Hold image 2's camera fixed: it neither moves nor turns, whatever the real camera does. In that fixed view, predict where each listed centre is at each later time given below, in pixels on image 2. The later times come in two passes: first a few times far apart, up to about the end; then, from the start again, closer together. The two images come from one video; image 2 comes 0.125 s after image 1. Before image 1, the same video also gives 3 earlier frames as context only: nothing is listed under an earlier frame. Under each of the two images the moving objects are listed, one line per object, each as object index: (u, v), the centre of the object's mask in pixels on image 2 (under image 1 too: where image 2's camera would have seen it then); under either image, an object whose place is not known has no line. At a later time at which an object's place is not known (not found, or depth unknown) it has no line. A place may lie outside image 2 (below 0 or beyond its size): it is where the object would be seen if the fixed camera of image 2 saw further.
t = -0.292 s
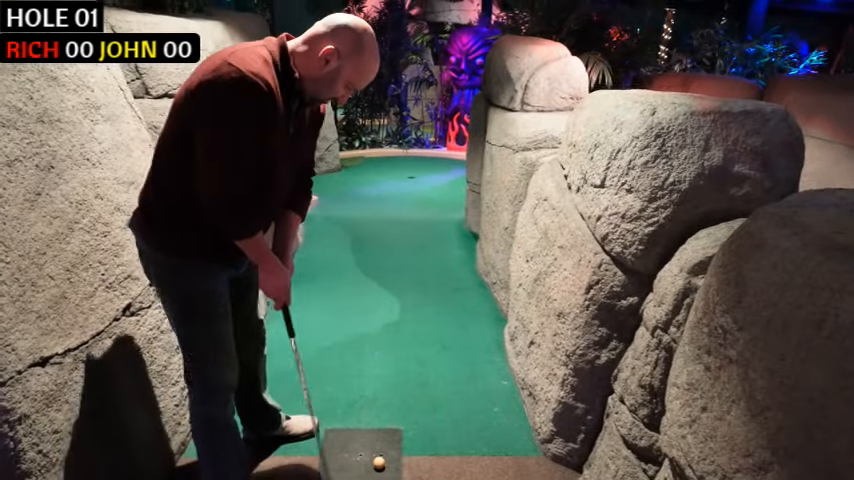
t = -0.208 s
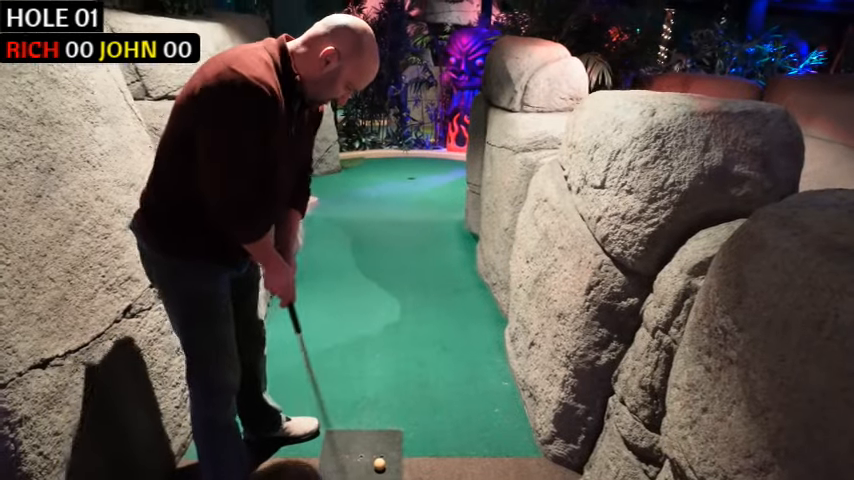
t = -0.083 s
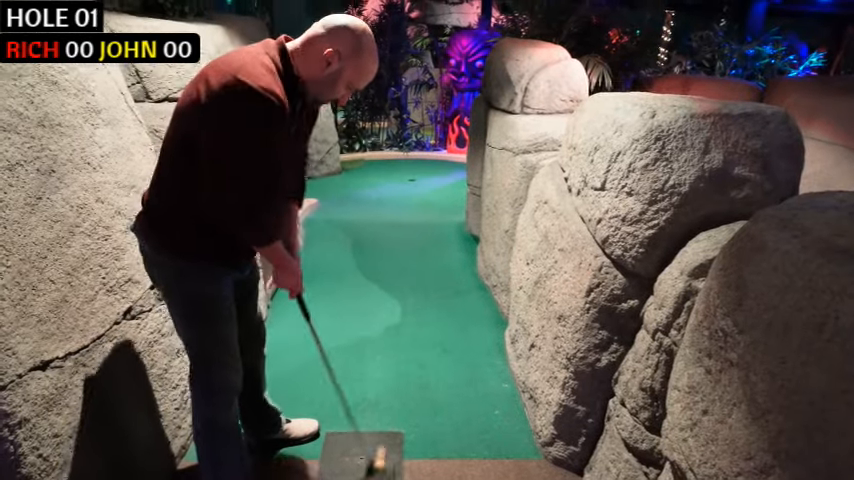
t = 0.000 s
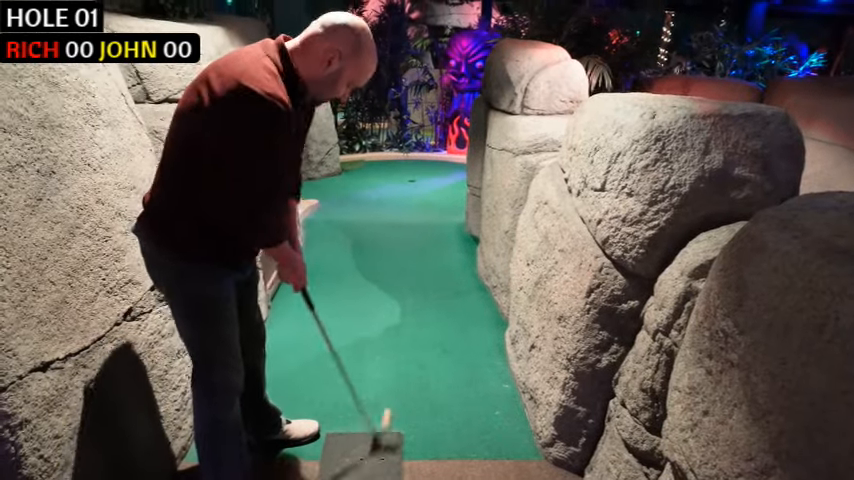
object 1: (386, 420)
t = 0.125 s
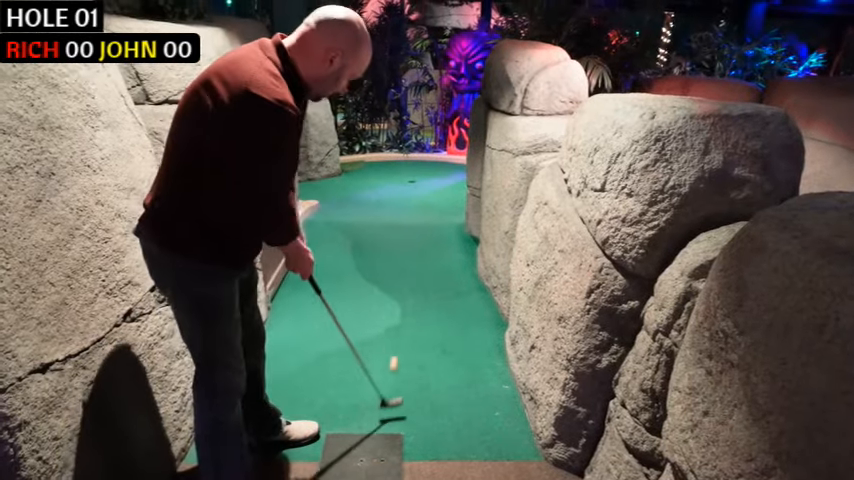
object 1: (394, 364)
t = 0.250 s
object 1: (398, 336)
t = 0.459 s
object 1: (402, 300)
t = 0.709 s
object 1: (407, 269)
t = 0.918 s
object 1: (410, 248)
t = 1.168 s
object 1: (414, 221)
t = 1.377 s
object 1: (415, 214)
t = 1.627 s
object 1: (418, 207)
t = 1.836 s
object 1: (421, 199)
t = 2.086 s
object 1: (424, 189)
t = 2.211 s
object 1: (425, 185)
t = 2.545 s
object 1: (426, 179)
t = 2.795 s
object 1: (430, 171)
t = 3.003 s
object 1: (431, 168)
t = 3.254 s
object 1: (433, 166)
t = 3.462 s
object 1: (432, 170)
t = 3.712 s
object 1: (435, 159)
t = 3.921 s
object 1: (435, 158)
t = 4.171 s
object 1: (434, 158)
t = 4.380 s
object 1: (432, 159)
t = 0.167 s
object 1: (395, 354)
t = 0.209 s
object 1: (396, 344)
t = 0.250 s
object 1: (398, 336)
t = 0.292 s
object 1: (398, 328)
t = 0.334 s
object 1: (400, 320)
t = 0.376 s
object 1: (401, 313)
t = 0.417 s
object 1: (402, 306)
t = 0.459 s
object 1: (402, 300)
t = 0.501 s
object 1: (403, 294)
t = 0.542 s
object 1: (404, 288)
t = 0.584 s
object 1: (405, 282)
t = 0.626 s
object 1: (405, 279)
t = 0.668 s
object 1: (406, 273)
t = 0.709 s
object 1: (407, 269)
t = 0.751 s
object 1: (408, 265)
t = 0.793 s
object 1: (408, 260)
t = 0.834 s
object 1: (409, 257)
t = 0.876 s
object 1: (409, 252)
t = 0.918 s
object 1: (410, 248)
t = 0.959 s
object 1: (410, 243)
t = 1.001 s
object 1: (412, 235)
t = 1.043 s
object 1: (412, 231)
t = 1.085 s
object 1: (412, 227)
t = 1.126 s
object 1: (413, 224)
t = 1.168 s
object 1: (414, 221)
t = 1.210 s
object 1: (414, 218)
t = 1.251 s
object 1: (415, 217)
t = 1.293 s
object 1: (414, 216)
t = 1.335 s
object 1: (415, 215)
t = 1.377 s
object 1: (415, 214)
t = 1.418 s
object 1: (416, 213)
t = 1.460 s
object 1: (416, 211)
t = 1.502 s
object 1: (416, 211)
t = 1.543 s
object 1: (417, 209)
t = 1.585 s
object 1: (417, 208)
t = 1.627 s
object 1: (418, 207)
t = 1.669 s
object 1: (419, 206)
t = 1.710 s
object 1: (420, 204)
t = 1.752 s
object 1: (420, 202)
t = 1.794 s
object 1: (420, 200)
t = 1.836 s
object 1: (421, 199)
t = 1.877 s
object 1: (422, 197)
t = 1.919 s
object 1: (422, 196)
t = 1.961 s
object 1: (422, 195)
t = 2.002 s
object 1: (423, 191)
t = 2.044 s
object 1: (423, 190)
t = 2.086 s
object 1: (424, 189)
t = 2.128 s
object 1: (424, 187)
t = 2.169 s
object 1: (424, 186)
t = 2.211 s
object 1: (425, 185)
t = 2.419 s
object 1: (426, 179)
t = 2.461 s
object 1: (426, 179)
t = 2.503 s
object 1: (426, 179)
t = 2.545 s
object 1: (426, 179)
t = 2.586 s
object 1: (428, 175)
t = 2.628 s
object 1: (428, 175)
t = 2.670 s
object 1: (429, 173)
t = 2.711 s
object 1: (429, 172)
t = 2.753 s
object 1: (430, 171)
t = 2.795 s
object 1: (430, 171)
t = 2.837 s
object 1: (430, 171)
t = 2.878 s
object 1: (430, 171)
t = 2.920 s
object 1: (430, 170)
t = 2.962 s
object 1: (431, 169)
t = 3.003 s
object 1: (431, 168)
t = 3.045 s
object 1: (432, 166)
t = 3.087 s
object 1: (432, 167)
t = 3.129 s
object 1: (432, 166)
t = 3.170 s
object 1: (433, 164)
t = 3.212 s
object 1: (433, 165)
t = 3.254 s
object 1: (433, 166)
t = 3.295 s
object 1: (433, 165)
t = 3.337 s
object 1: (432, 169)
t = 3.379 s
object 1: (432, 170)
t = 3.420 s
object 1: (433, 162)
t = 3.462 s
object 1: (432, 170)
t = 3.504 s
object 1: (436, 160)
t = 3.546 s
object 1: (434, 160)
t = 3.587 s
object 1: (434, 160)
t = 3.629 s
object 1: (435, 159)
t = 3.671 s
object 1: (435, 160)
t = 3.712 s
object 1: (435, 159)
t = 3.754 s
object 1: (435, 159)
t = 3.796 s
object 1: (434, 158)
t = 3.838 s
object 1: (435, 159)
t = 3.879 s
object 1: (436, 158)
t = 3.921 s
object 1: (435, 158)
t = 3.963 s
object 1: (434, 159)
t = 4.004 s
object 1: (434, 158)
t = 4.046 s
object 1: (434, 158)
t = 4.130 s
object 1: (433, 158)
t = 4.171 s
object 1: (434, 158)
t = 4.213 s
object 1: (433, 159)
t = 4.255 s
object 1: (434, 158)
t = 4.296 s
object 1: (432, 159)
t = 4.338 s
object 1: (432, 159)
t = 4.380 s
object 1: (432, 159)
